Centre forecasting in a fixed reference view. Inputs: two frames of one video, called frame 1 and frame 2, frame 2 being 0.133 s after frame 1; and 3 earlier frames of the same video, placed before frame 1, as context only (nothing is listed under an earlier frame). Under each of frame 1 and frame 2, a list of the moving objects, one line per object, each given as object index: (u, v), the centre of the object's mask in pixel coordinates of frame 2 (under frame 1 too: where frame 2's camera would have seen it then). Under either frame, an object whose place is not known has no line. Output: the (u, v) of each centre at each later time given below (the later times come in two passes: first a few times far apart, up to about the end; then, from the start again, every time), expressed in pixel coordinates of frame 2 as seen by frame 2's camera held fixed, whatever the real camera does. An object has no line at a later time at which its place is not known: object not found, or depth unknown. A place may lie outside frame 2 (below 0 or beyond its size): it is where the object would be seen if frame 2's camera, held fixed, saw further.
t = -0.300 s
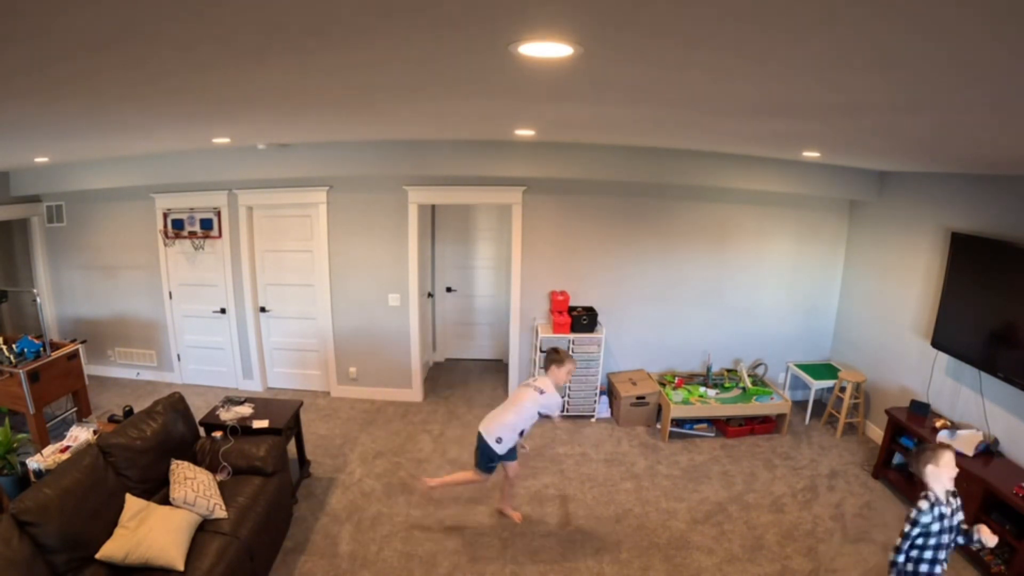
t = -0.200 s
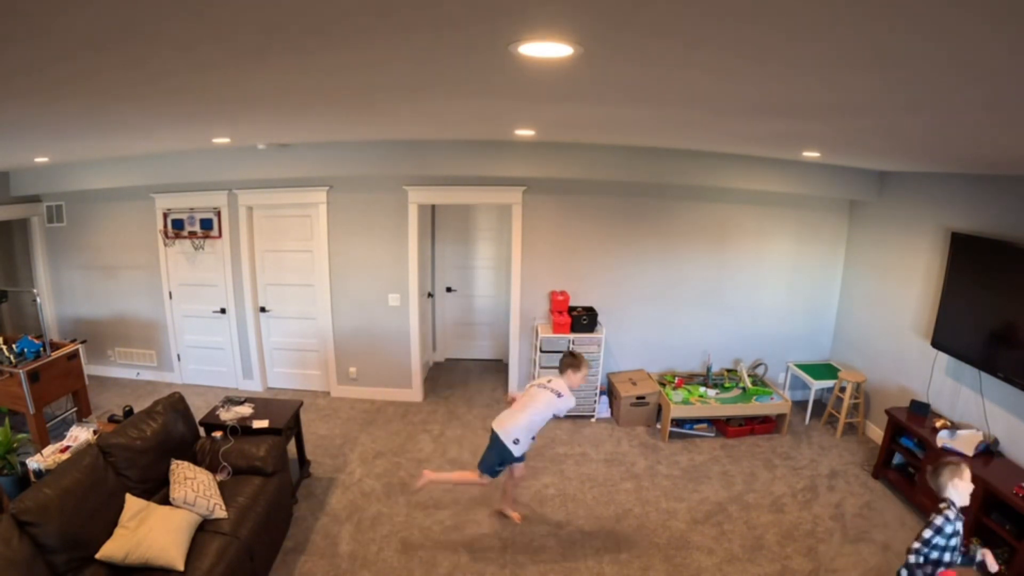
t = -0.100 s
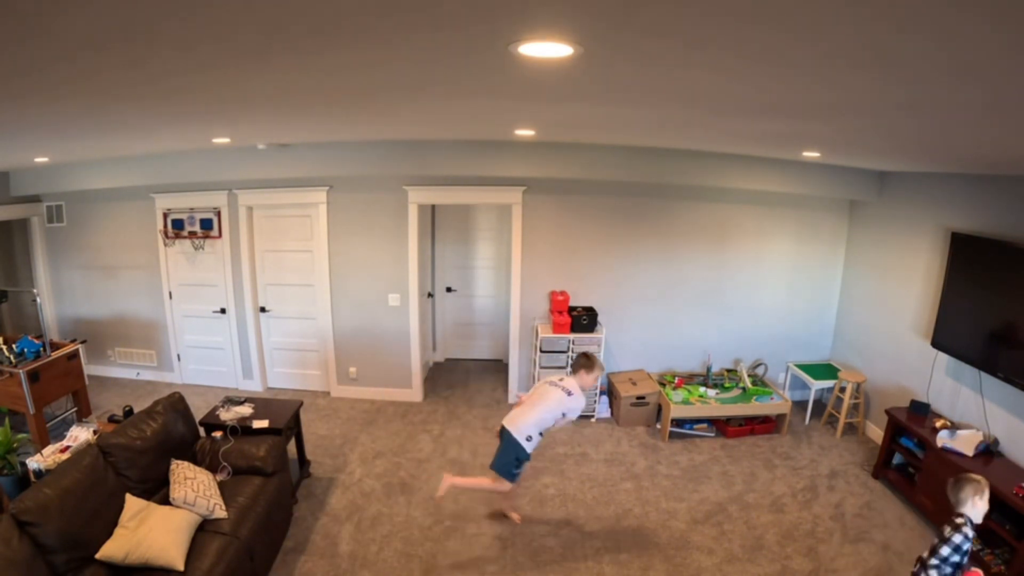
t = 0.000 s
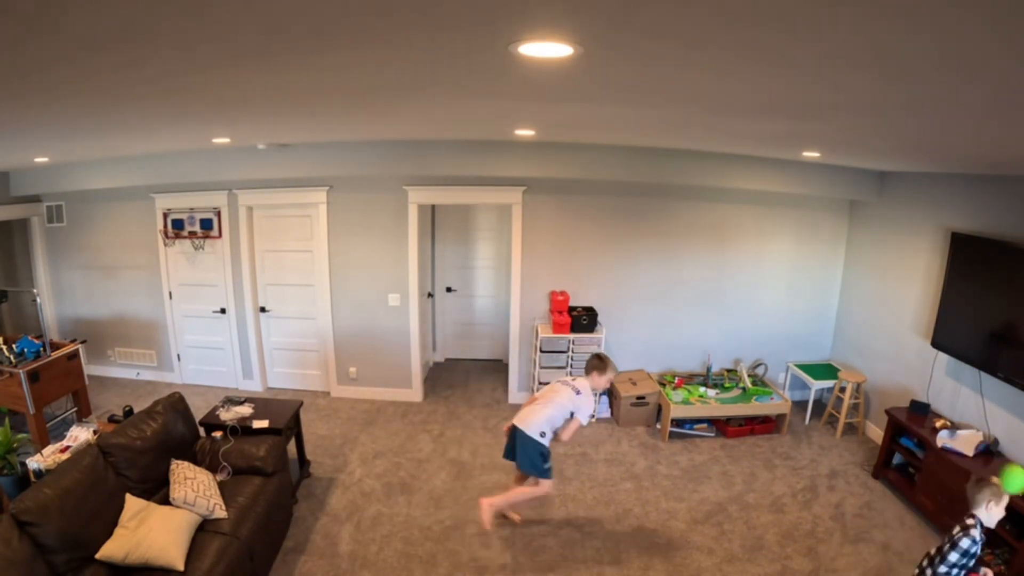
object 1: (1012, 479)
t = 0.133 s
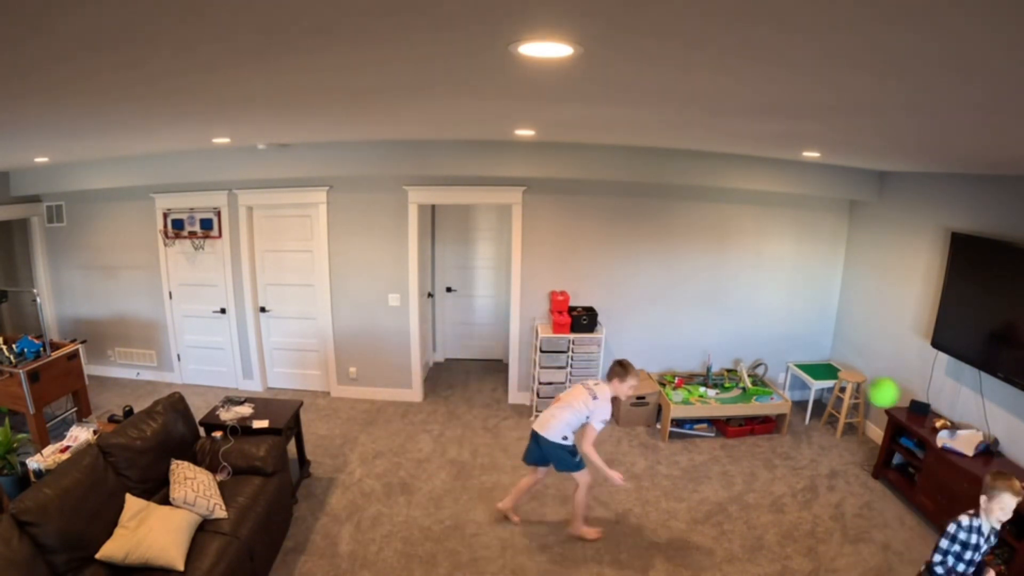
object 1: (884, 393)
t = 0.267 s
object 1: (726, 343)
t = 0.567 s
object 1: (437, 374)
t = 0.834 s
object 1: (316, 476)
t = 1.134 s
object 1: (337, 487)
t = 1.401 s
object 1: (363, 490)
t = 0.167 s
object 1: (846, 377)
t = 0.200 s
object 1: (806, 362)
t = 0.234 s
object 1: (766, 351)
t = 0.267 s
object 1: (726, 343)
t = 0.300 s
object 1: (687, 338)
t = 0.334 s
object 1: (649, 335)
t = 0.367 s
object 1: (612, 335)
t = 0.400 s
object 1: (577, 337)
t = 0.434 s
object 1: (544, 341)
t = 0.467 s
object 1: (514, 348)
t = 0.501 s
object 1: (486, 355)
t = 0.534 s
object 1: (460, 364)
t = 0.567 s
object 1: (437, 374)
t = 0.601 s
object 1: (414, 385)
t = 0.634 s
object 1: (394, 397)
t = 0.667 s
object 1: (377, 409)
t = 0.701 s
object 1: (361, 422)
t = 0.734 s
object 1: (349, 435)
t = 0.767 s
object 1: (335, 450)
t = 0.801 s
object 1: (324, 463)
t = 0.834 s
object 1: (316, 476)
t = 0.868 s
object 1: (306, 487)
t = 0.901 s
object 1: (310, 486)
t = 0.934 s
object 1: (315, 485)
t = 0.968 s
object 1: (320, 485)
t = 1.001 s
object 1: (325, 486)
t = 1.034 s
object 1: (327, 486)
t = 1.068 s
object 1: (331, 487)
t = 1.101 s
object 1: (334, 487)
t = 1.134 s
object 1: (337, 487)
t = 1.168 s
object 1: (340, 487)
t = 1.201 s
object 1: (343, 488)
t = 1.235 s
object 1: (346, 488)
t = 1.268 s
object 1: (349, 489)
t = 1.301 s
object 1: (353, 489)
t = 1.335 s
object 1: (356, 489)
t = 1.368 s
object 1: (359, 490)
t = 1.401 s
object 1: (363, 490)
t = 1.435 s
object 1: (365, 490)
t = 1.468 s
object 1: (367, 491)
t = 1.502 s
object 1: (369, 491)
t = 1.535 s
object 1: (372, 491)
